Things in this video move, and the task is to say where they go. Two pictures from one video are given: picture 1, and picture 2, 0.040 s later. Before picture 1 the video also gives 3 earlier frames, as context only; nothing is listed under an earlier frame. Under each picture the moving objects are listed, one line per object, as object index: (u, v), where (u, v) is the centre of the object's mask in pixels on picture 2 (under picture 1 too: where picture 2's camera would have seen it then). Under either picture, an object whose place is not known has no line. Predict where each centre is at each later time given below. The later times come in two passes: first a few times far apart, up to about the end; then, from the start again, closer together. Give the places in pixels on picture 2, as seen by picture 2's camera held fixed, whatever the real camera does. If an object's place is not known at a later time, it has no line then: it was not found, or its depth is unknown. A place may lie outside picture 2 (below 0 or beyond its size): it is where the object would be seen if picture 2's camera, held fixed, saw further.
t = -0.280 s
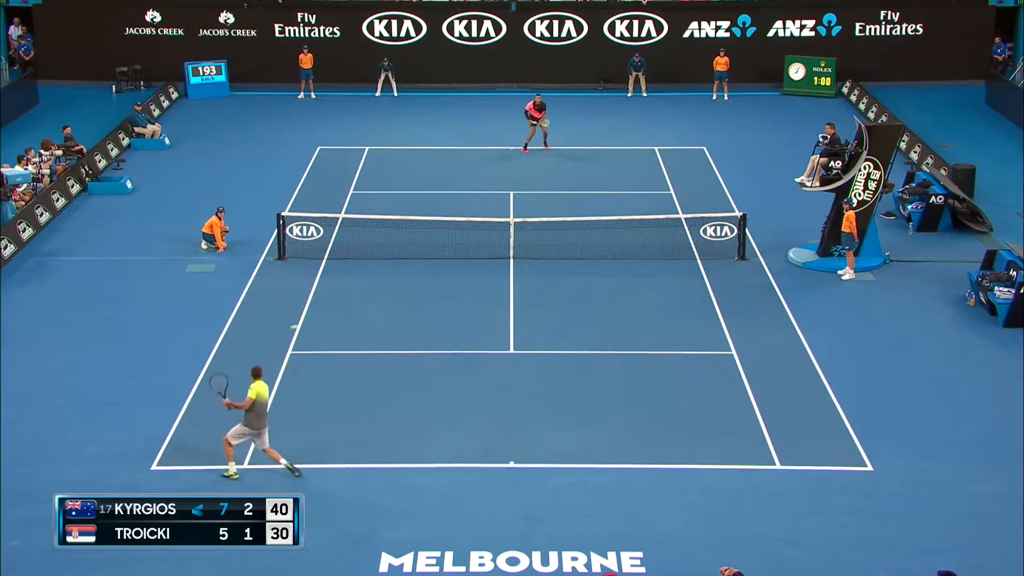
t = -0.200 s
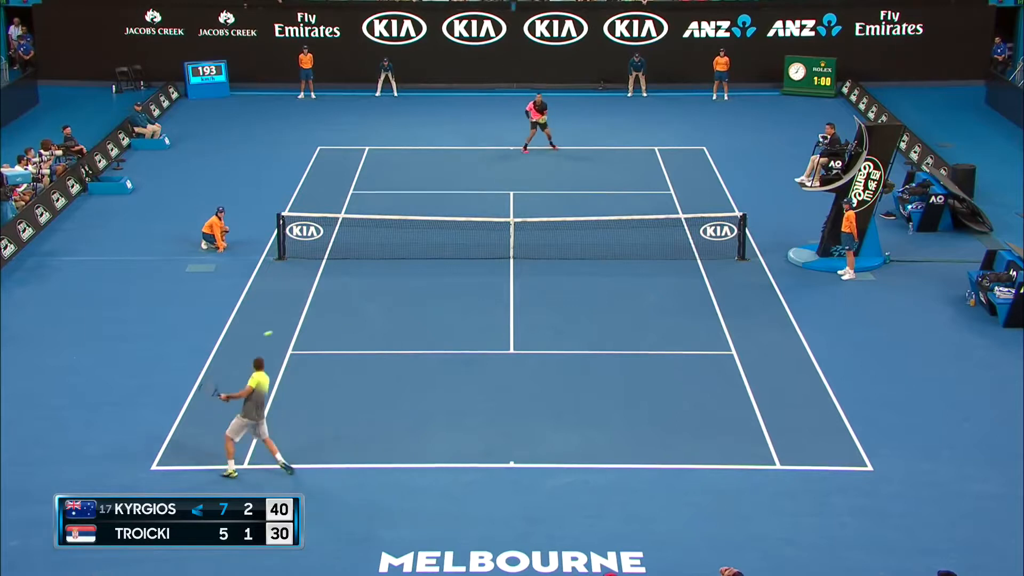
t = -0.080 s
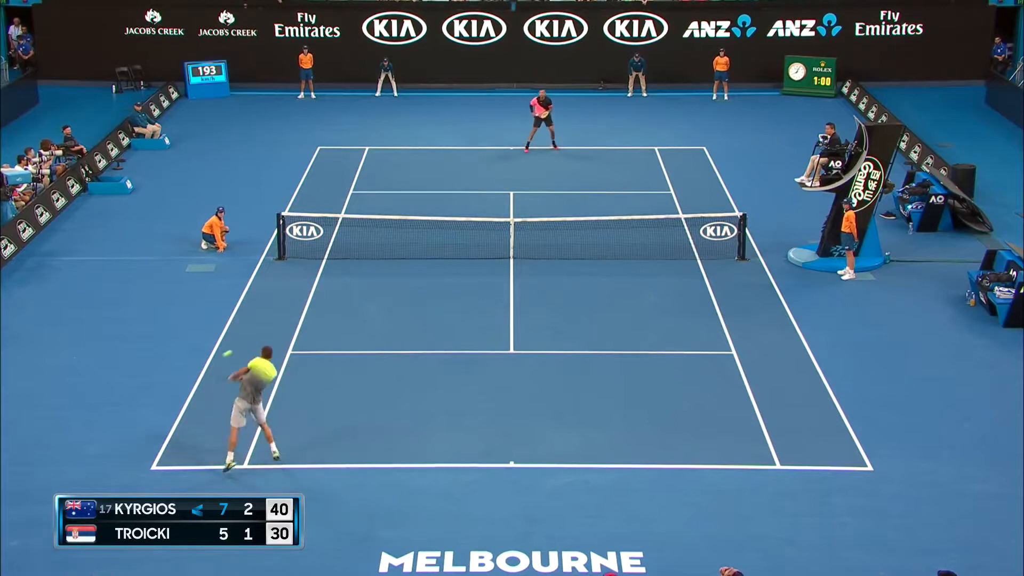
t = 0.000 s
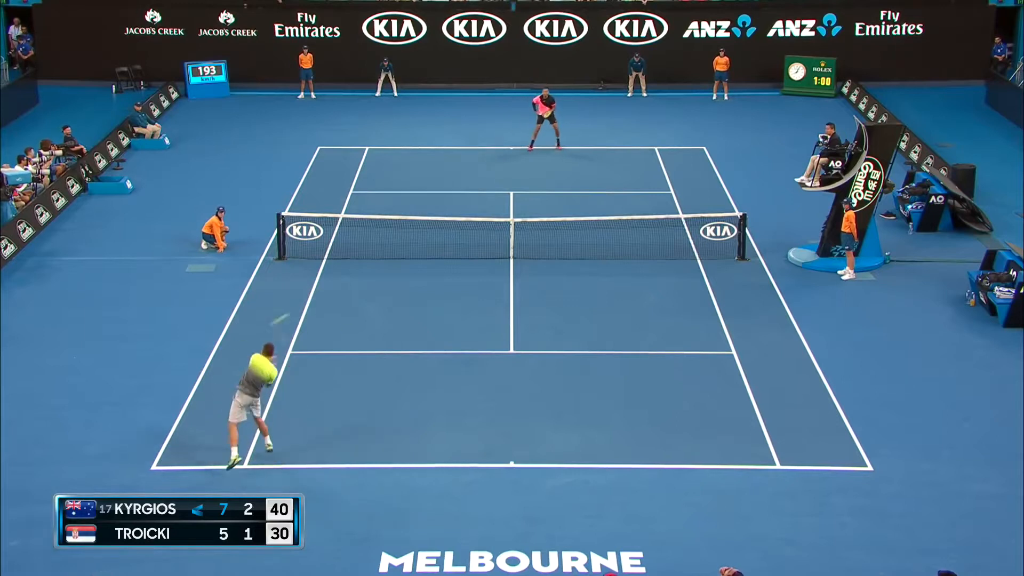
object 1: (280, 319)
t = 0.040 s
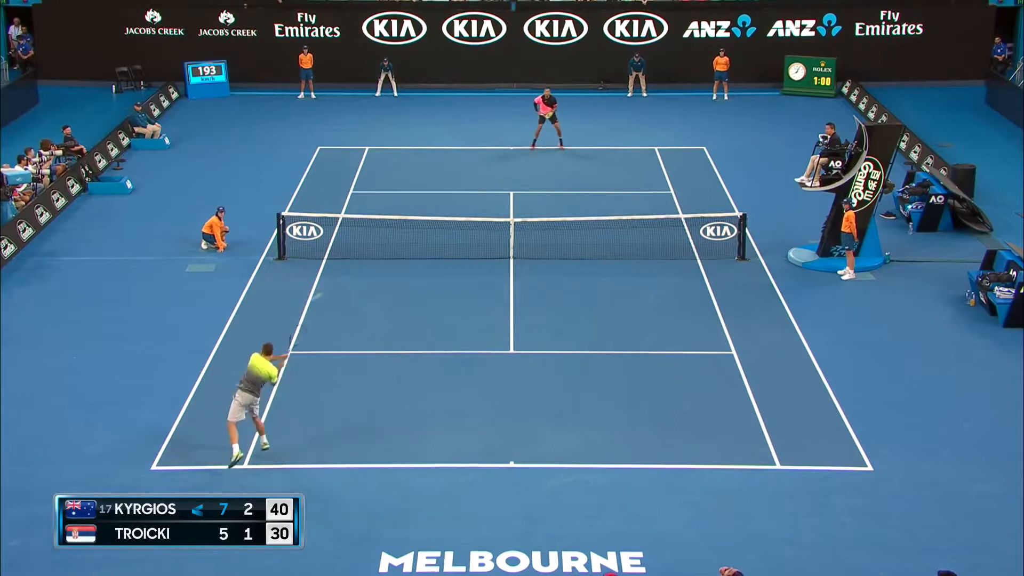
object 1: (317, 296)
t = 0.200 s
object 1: (418, 242)
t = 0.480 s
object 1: (531, 205)
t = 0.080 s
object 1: (344, 281)
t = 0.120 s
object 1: (371, 265)
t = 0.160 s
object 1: (396, 253)
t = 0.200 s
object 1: (418, 242)
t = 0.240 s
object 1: (438, 233)
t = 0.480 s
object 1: (531, 205)
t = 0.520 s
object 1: (543, 203)
